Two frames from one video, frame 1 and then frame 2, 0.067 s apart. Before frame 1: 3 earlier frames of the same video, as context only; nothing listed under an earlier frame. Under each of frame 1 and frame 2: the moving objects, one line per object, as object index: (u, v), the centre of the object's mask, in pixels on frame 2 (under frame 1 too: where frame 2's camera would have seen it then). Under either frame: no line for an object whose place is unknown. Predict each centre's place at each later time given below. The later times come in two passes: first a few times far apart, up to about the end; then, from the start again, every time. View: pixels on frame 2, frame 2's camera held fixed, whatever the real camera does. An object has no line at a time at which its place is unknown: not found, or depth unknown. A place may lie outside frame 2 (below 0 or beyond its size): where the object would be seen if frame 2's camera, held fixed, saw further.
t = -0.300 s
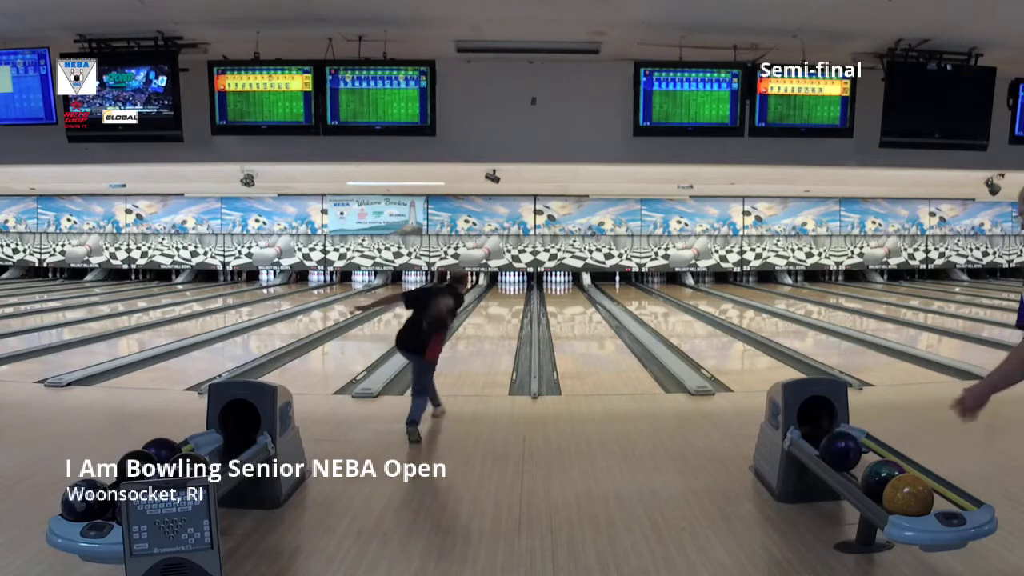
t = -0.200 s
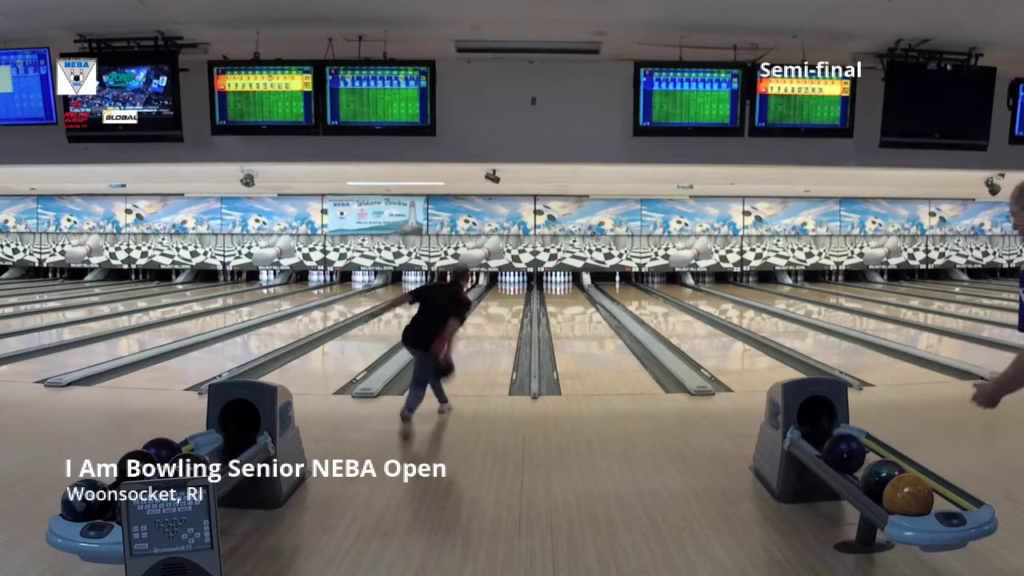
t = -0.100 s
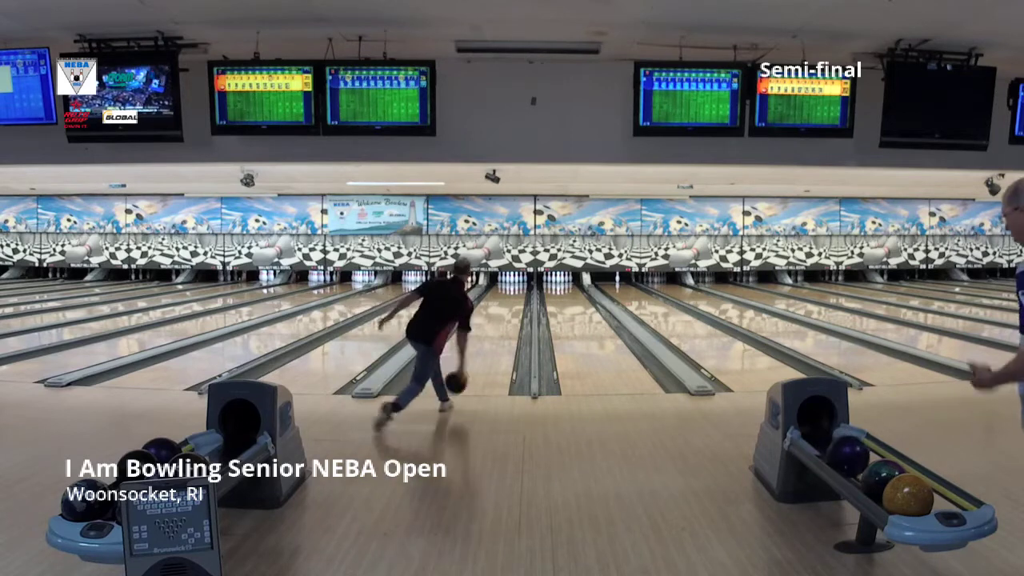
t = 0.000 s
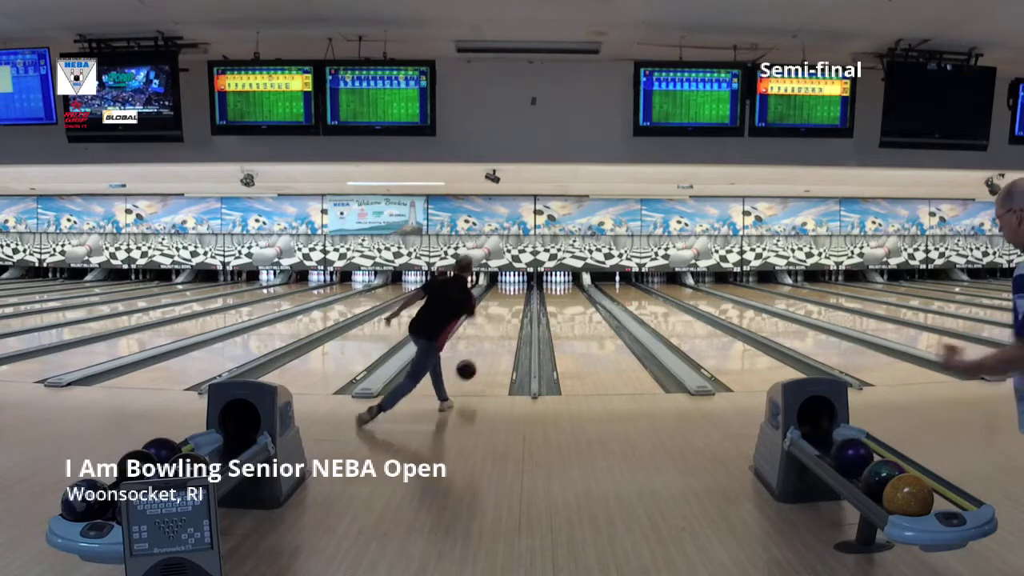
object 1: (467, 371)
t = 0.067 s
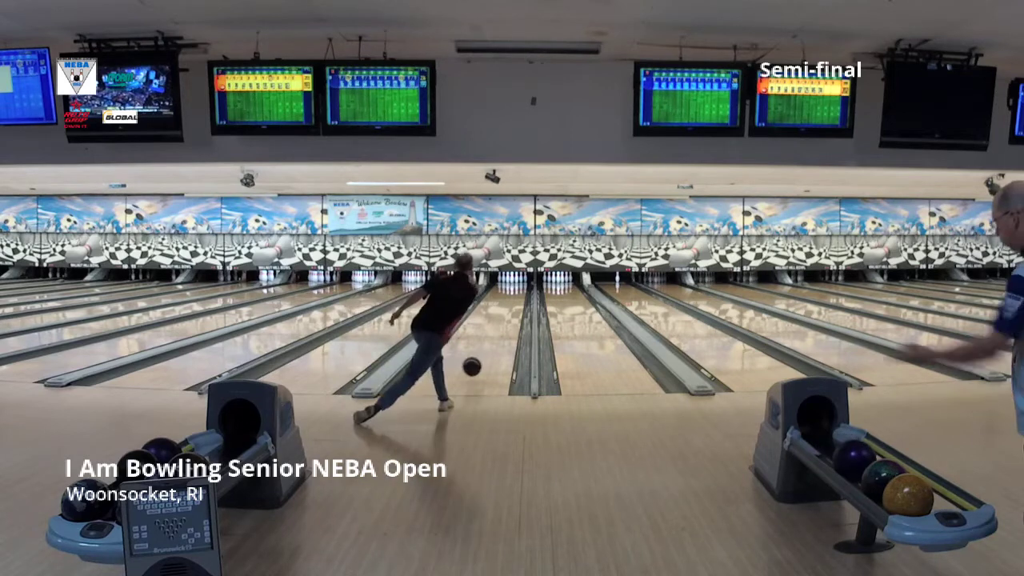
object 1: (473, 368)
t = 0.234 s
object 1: (485, 355)
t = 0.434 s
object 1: (493, 336)
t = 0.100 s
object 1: (477, 369)
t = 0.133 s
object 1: (479, 366)
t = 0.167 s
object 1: (481, 362)
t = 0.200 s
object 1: (483, 358)
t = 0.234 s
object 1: (485, 355)
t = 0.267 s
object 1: (487, 351)
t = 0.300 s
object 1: (487, 347)
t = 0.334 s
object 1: (489, 344)
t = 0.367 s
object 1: (490, 341)
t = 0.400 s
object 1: (492, 338)
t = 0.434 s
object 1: (493, 336)
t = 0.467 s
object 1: (494, 334)
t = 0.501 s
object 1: (496, 331)
